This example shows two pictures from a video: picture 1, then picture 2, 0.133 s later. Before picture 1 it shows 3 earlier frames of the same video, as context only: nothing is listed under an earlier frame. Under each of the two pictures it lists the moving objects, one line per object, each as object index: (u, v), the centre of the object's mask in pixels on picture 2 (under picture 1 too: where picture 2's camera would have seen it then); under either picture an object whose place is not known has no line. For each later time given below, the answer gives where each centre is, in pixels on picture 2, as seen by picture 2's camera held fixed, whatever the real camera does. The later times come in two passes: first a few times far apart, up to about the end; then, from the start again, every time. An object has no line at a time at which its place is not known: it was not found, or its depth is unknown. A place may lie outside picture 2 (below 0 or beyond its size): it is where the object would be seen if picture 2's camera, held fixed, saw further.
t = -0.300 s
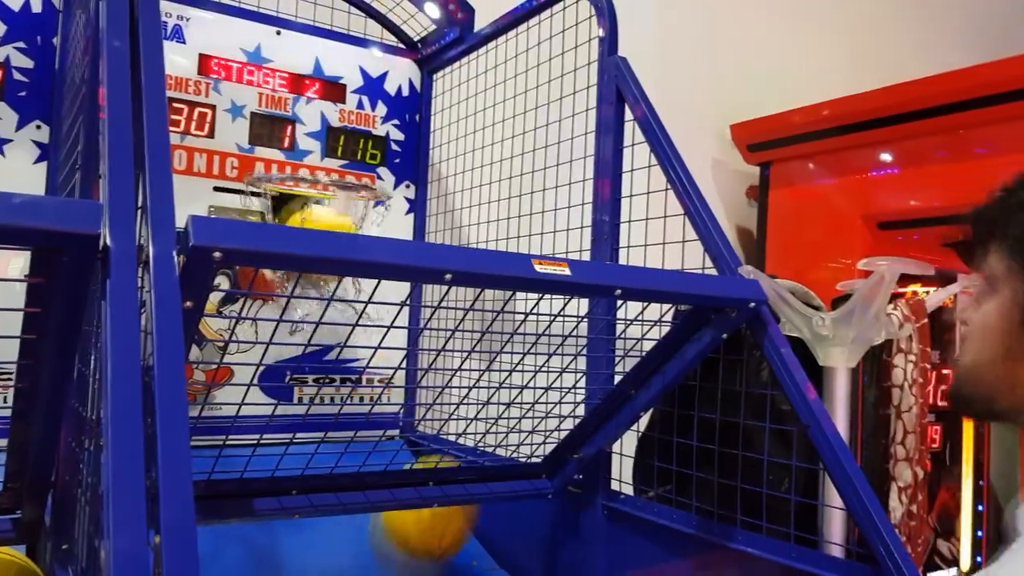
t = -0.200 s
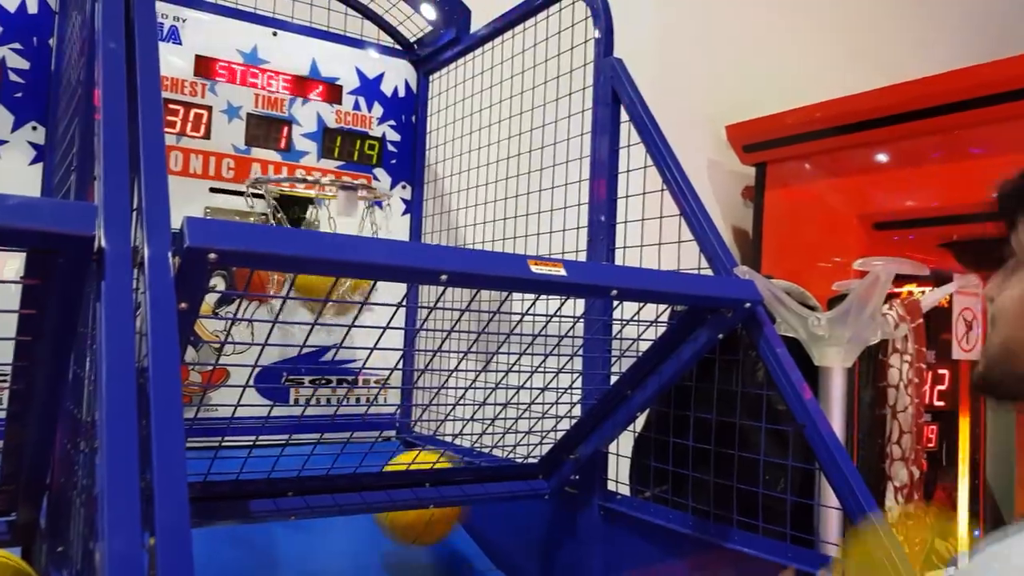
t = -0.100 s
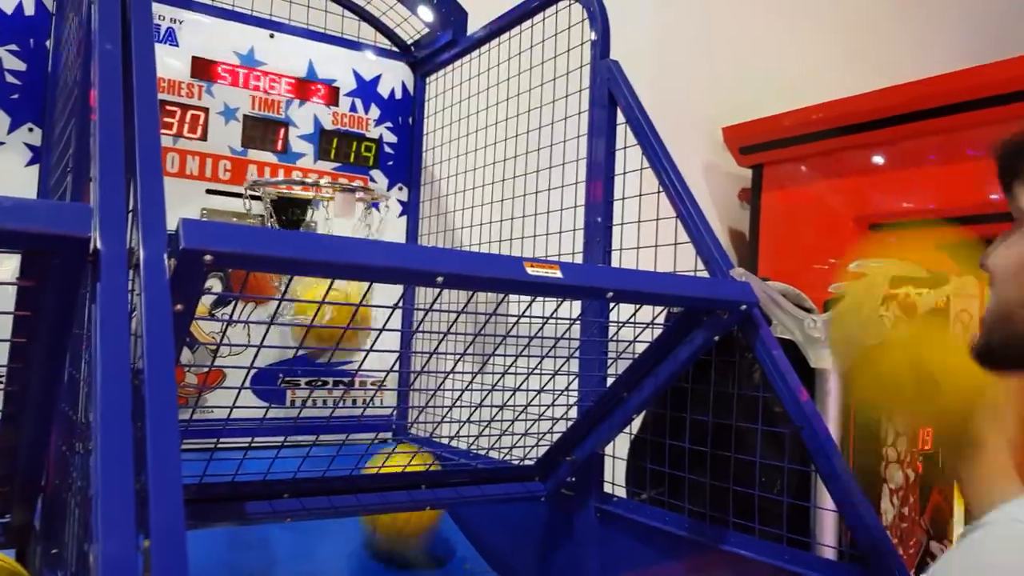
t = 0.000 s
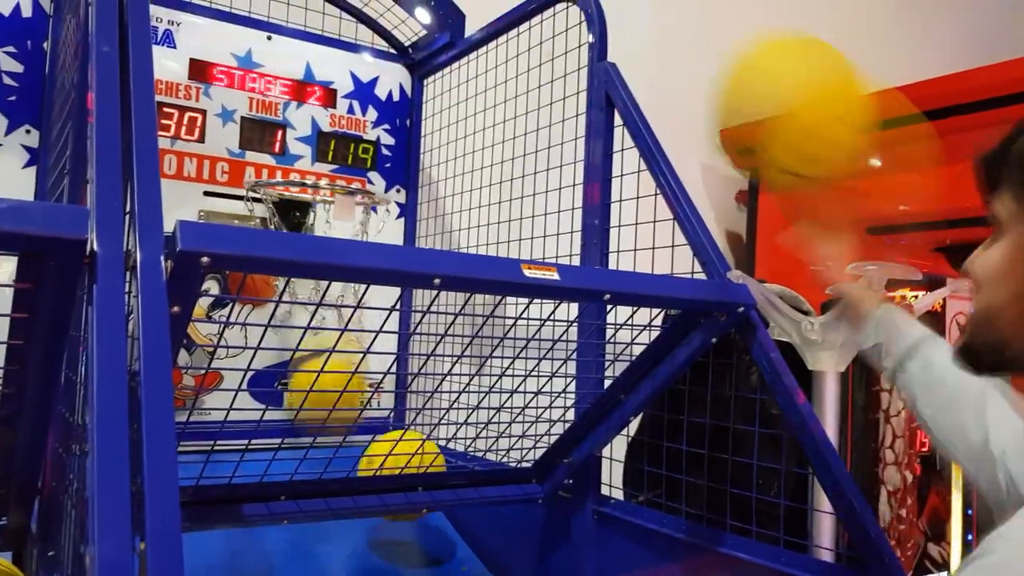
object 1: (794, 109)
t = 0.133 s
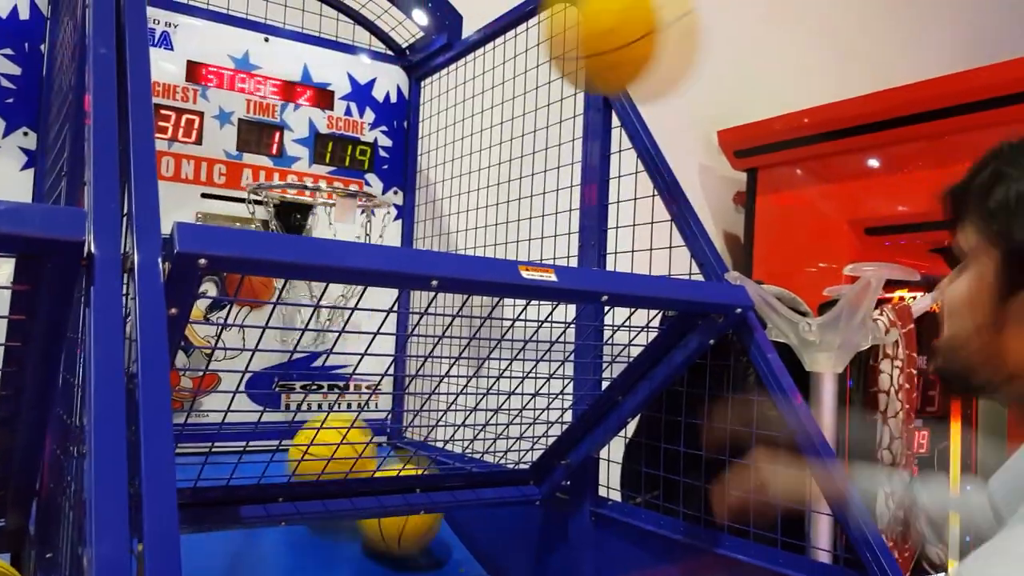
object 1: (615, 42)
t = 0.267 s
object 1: (476, 51)
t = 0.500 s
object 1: (366, 148)
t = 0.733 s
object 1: (357, 147)
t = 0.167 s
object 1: (579, 39)
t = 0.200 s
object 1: (547, 38)
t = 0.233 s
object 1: (507, 40)
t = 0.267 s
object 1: (476, 51)
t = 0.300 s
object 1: (453, 62)
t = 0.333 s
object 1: (427, 84)
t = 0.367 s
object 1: (407, 109)
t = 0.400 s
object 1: (391, 135)
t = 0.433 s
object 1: (371, 149)
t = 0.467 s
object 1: (368, 150)
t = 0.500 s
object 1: (366, 148)
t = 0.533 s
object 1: (364, 146)
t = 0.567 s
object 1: (362, 145)
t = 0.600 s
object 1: (361, 146)
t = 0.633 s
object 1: (360, 147)
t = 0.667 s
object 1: (359, 149)
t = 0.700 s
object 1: (358, 148)
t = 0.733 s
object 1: (357, 147)
